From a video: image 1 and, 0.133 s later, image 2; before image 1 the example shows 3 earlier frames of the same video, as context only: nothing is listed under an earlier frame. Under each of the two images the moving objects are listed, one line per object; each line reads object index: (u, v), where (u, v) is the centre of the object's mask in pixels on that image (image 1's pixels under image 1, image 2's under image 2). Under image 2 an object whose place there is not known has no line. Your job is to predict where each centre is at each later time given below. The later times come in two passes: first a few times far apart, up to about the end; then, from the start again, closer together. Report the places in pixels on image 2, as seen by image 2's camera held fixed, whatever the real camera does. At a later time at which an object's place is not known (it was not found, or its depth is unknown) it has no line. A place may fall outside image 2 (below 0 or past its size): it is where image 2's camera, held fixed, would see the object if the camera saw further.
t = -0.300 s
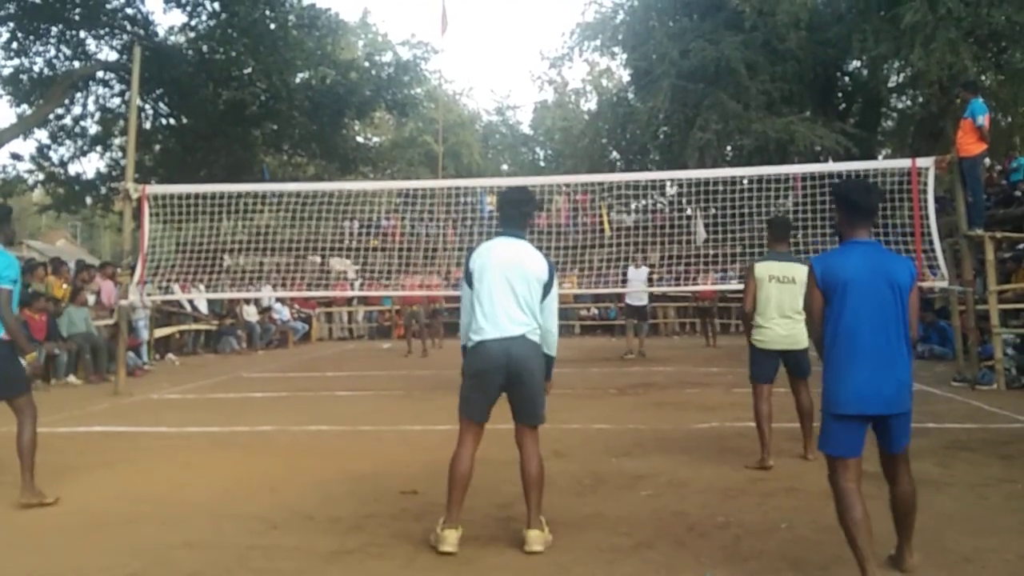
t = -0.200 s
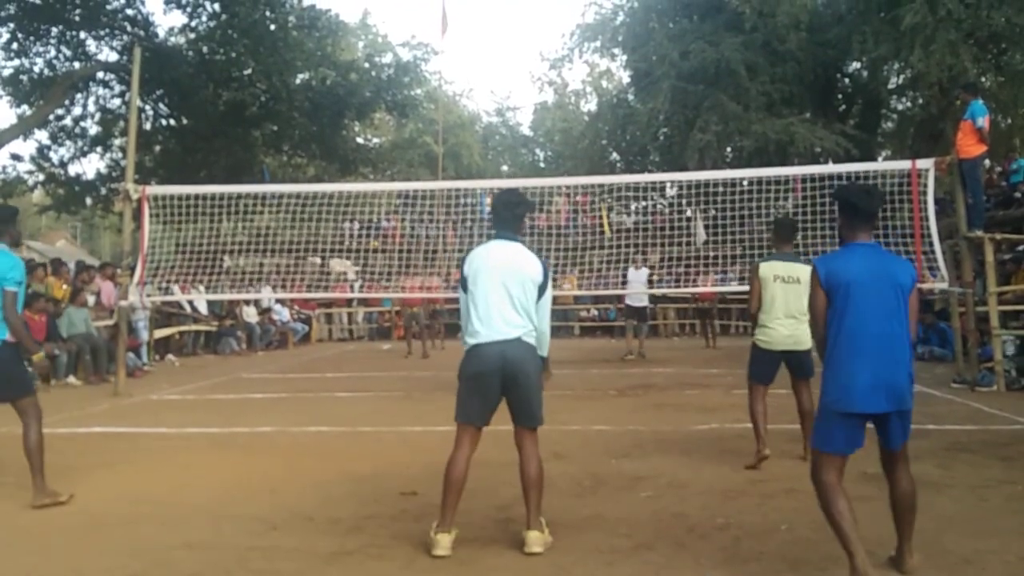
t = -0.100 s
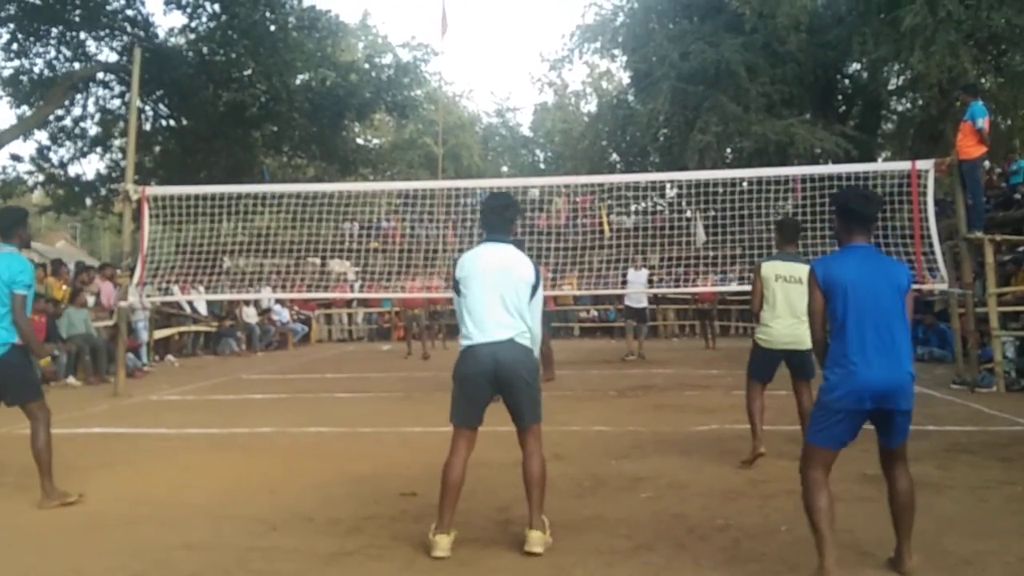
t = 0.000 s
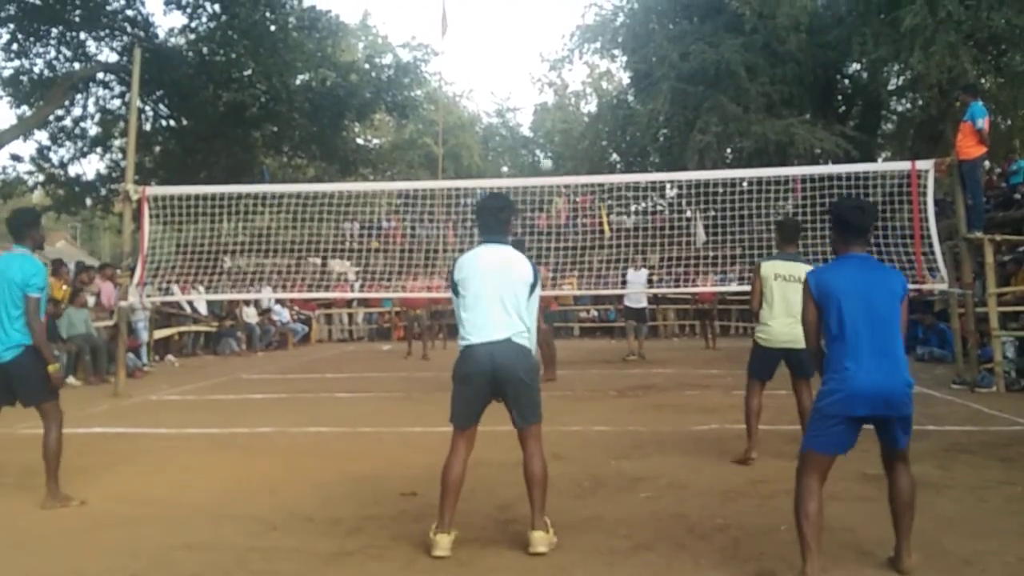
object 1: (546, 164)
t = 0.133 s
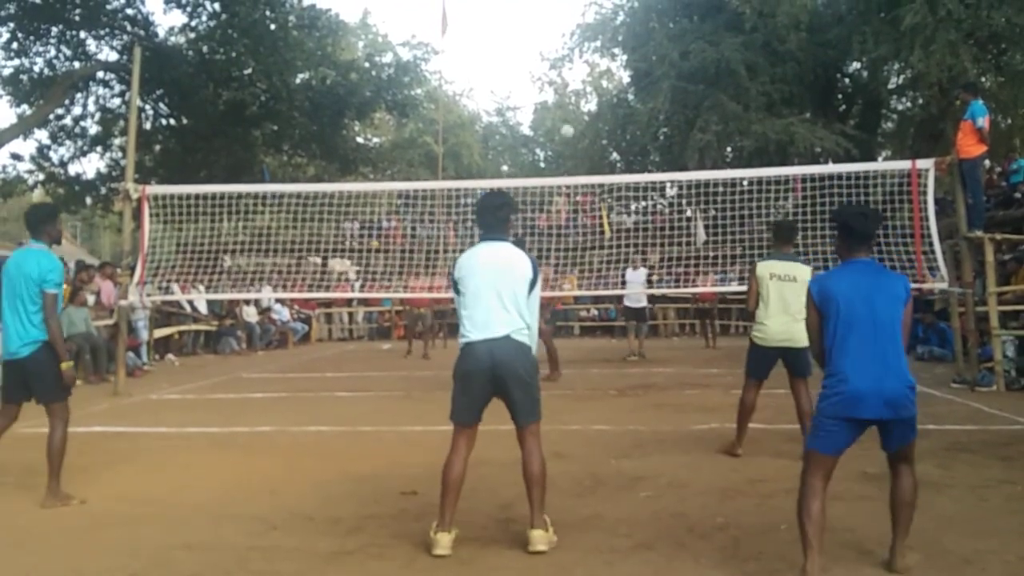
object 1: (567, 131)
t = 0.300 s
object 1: (599, 103)
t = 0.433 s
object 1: (631, 93)
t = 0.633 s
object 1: (692, 107)
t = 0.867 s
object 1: (800, 204)
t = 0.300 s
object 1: (599, 103)
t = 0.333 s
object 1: (607, 99)
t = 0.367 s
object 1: (614, 97)
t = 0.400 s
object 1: (621, 95)
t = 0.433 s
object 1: (631, 93)
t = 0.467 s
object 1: (639, 93)
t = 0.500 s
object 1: (649, 93)
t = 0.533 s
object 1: (659, 95)
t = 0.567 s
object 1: (669, 97)
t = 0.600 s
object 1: (680, 101)
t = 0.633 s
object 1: (692, 107)
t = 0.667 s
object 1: (704, 115)
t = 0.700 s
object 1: (717, 124)
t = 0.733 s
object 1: (731, 135)
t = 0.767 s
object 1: (747, 149)
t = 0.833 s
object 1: (781, 186)
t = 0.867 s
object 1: (800, 204)
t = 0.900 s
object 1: (821, 229)
